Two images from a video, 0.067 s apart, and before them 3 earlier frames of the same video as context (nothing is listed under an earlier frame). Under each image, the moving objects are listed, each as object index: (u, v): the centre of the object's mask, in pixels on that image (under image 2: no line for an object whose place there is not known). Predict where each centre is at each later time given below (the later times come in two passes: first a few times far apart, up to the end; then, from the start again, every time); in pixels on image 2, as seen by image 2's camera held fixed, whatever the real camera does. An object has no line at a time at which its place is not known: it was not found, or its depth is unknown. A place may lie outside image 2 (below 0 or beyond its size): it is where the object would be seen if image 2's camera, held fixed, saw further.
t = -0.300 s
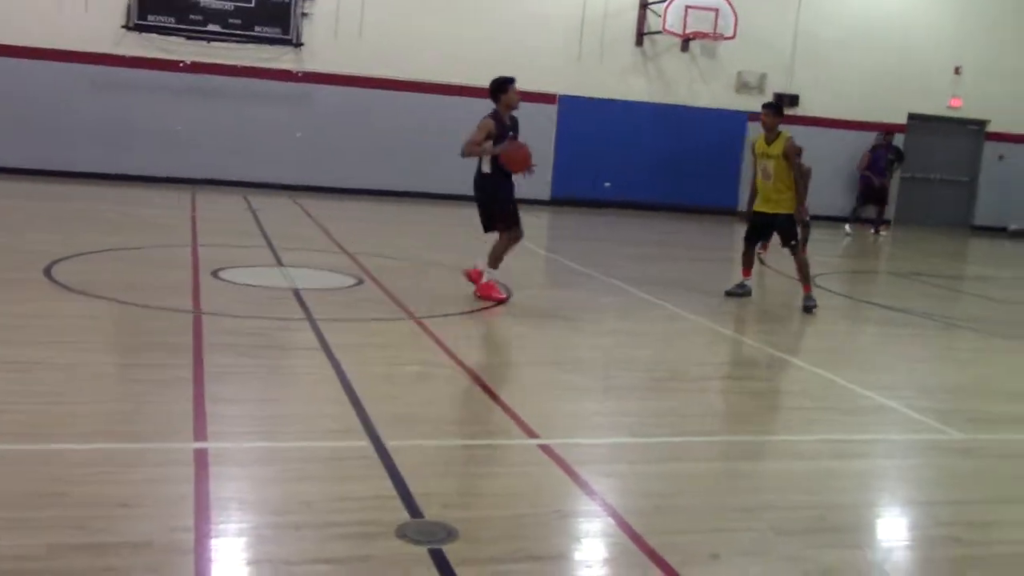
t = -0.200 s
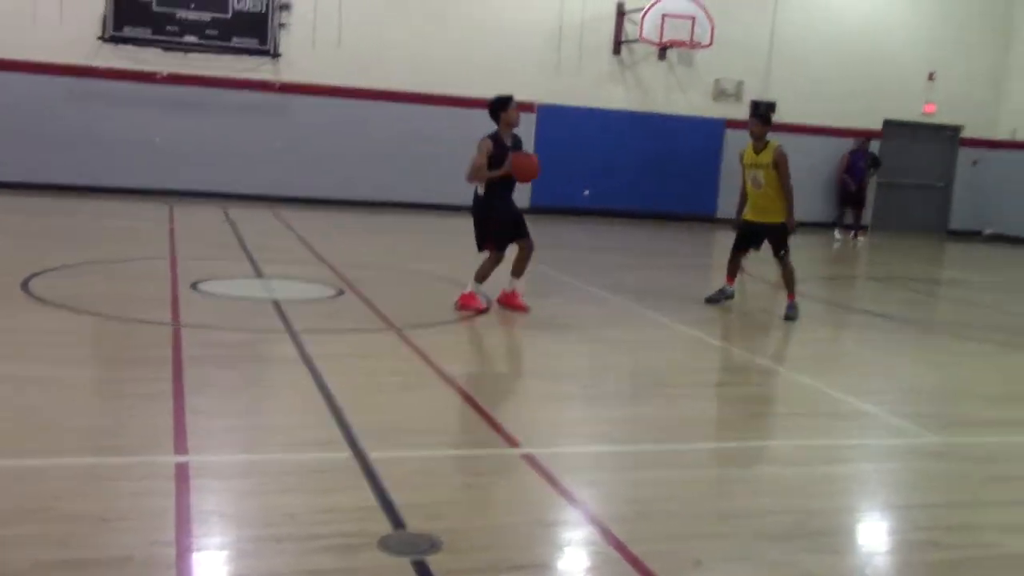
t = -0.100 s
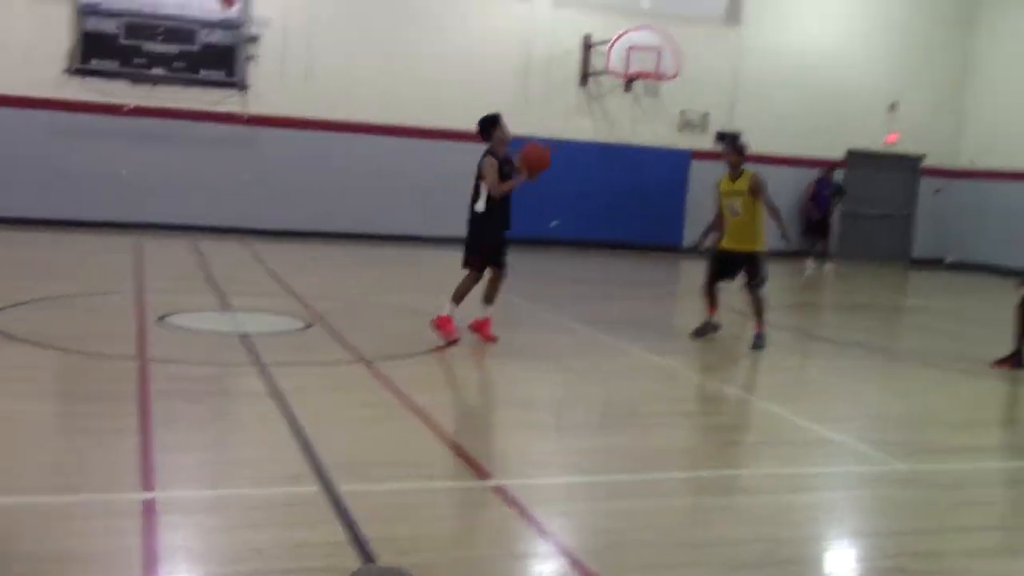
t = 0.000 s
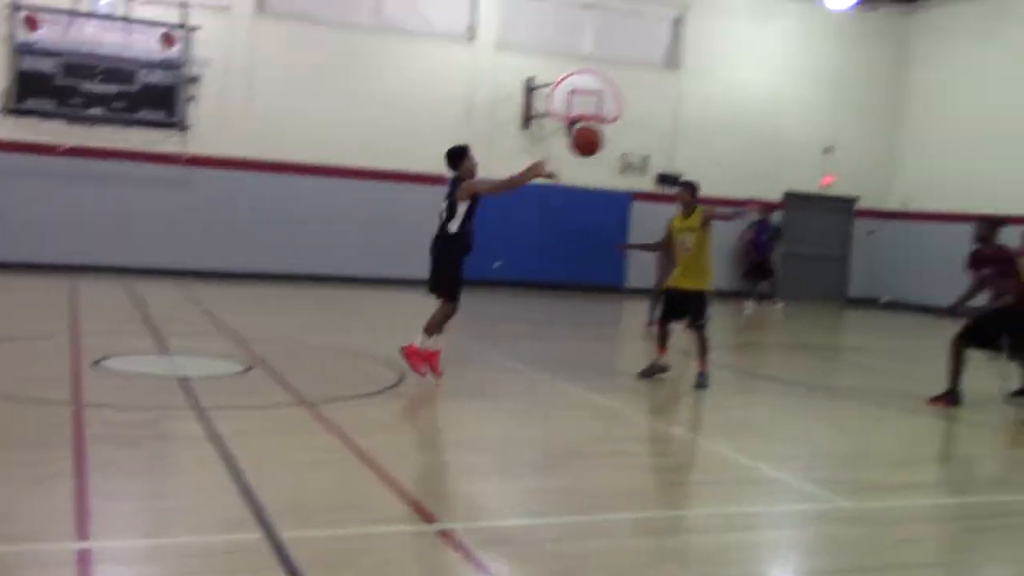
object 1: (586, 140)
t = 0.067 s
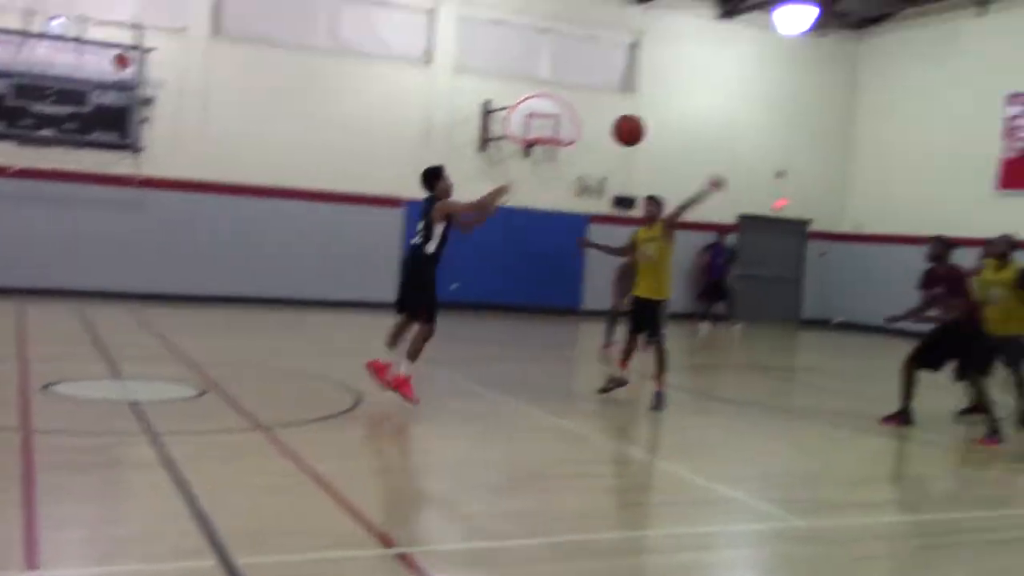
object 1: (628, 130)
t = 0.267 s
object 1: (893, 63)
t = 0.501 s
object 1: (1212, 52)
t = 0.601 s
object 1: (1355, 72)
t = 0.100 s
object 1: (671, 116)
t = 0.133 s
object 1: (715, 102)
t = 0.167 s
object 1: (759, 90)
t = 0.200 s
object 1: (803, 80)
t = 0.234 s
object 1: (847, 71)
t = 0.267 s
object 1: (893, 63)
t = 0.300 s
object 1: (939, 56)
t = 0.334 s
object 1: (985, 52)
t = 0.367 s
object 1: (1030, 49)
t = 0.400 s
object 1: (1076, 47)
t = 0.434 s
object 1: (1120, 48)
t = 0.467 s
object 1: (1166, 49)
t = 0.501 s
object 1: (1212, 52)
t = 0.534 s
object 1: (1261, 58)
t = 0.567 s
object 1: (1307, 64)
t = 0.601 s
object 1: (1355, 72)
